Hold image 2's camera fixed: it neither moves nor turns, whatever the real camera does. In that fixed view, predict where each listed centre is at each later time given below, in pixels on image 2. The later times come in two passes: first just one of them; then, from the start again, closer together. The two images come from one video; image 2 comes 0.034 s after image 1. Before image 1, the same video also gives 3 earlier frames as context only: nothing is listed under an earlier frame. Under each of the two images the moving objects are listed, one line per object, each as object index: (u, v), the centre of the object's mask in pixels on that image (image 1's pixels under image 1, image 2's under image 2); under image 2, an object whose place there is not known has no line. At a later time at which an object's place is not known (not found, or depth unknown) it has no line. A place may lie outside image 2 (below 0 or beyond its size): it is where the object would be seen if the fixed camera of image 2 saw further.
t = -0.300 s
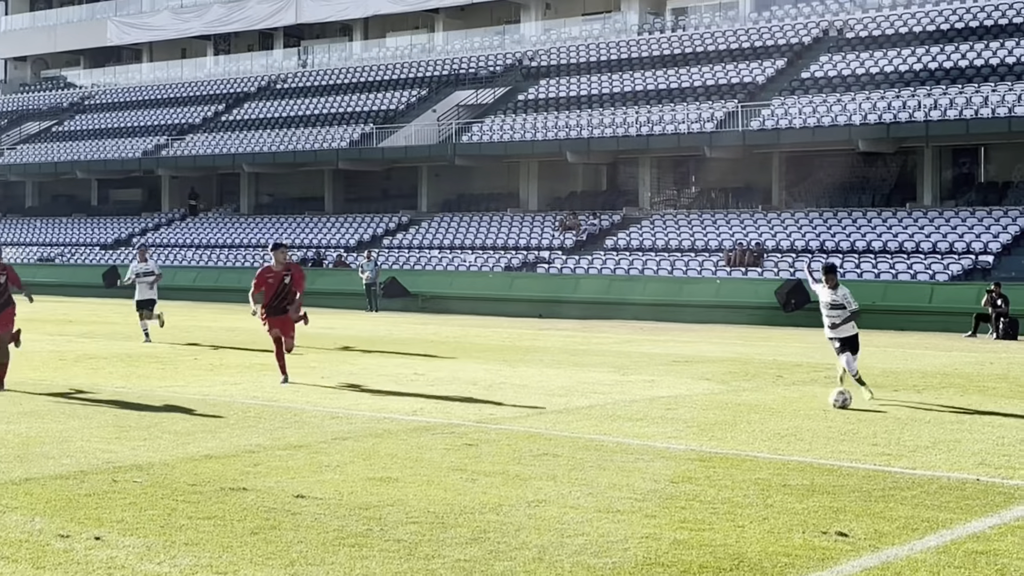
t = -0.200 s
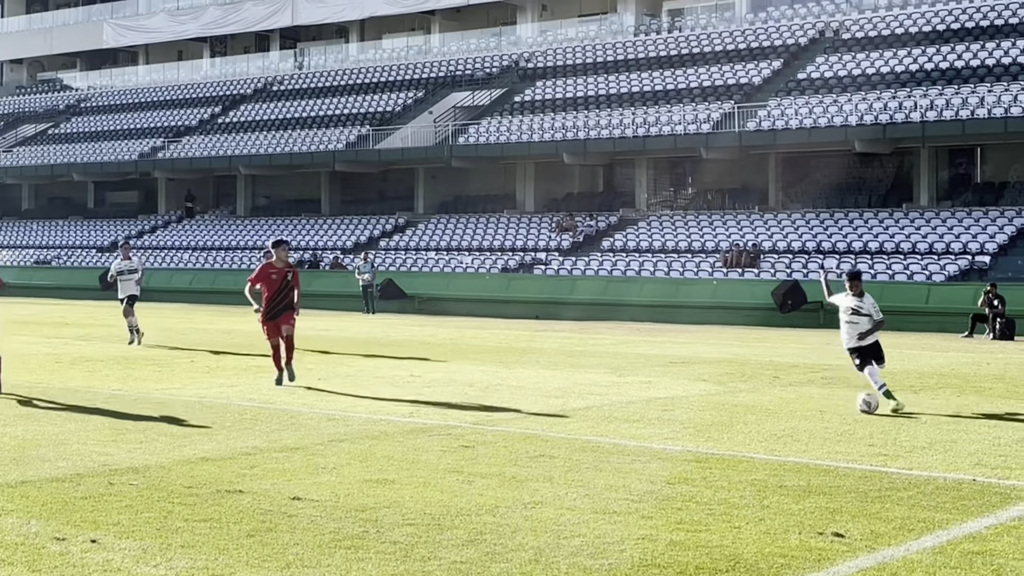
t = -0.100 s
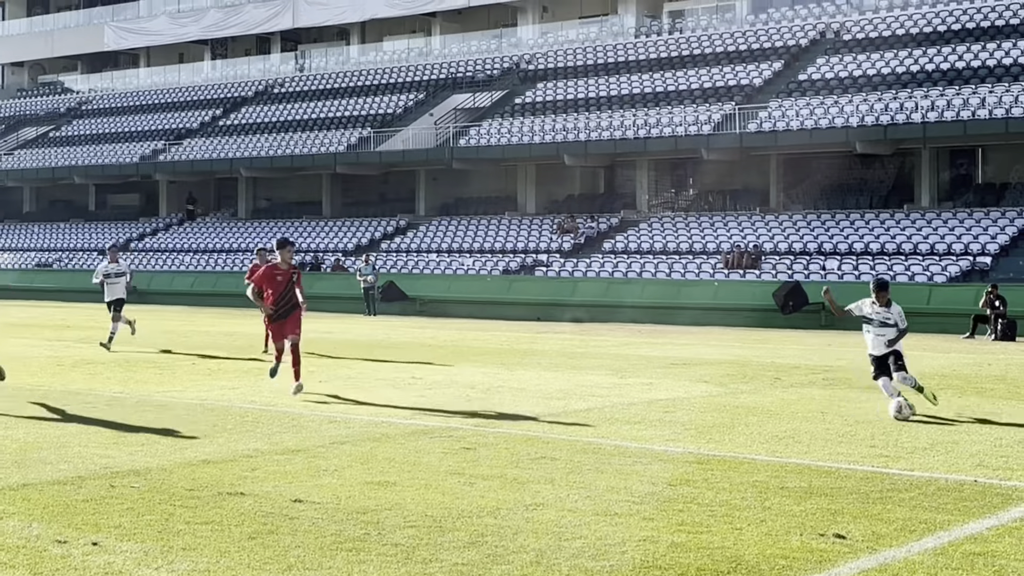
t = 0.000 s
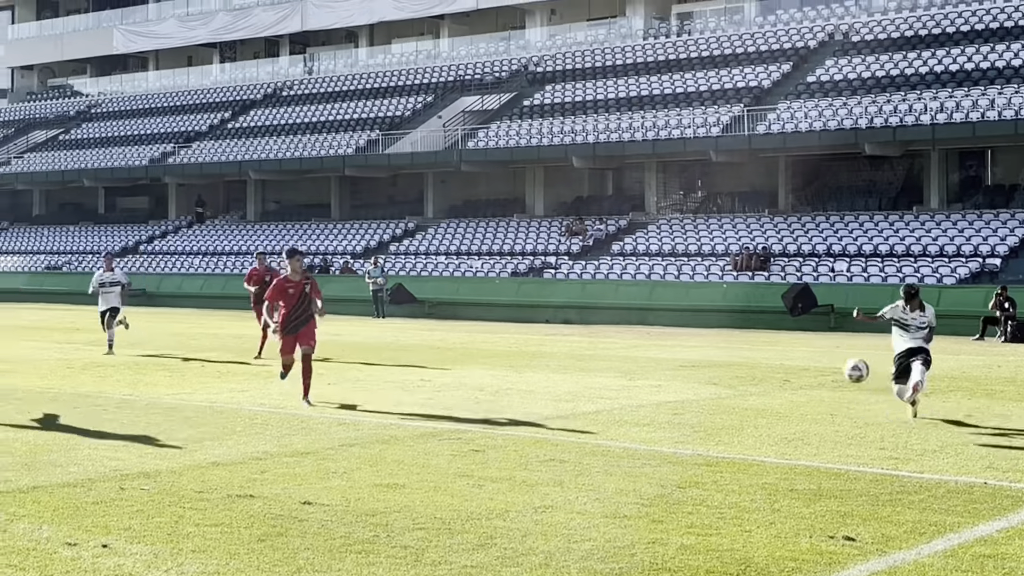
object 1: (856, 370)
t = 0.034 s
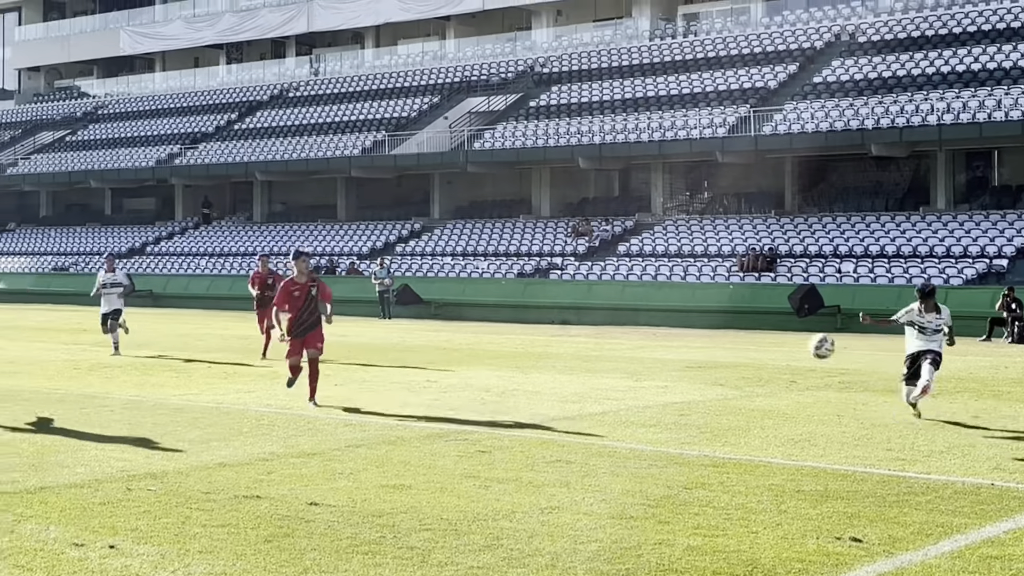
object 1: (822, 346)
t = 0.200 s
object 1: (573, 216)
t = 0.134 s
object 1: (681, 269)
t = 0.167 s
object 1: (629, 243)
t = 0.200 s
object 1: (573, 216)
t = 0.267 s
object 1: (452, 161)
